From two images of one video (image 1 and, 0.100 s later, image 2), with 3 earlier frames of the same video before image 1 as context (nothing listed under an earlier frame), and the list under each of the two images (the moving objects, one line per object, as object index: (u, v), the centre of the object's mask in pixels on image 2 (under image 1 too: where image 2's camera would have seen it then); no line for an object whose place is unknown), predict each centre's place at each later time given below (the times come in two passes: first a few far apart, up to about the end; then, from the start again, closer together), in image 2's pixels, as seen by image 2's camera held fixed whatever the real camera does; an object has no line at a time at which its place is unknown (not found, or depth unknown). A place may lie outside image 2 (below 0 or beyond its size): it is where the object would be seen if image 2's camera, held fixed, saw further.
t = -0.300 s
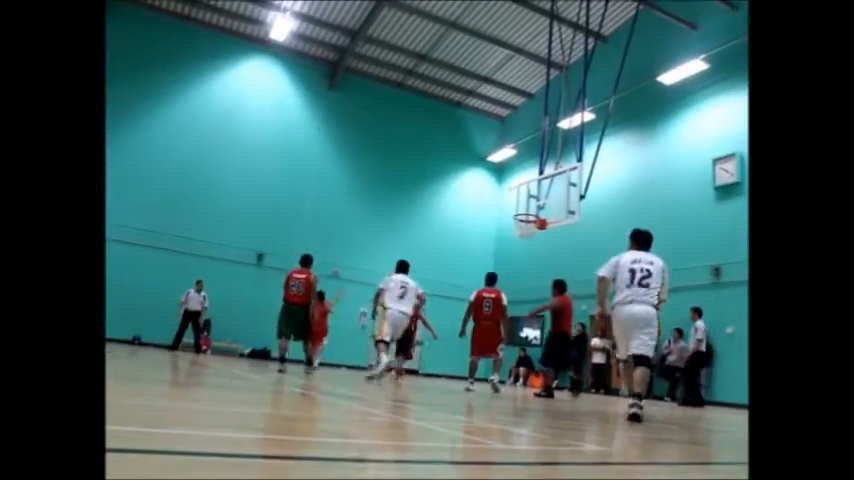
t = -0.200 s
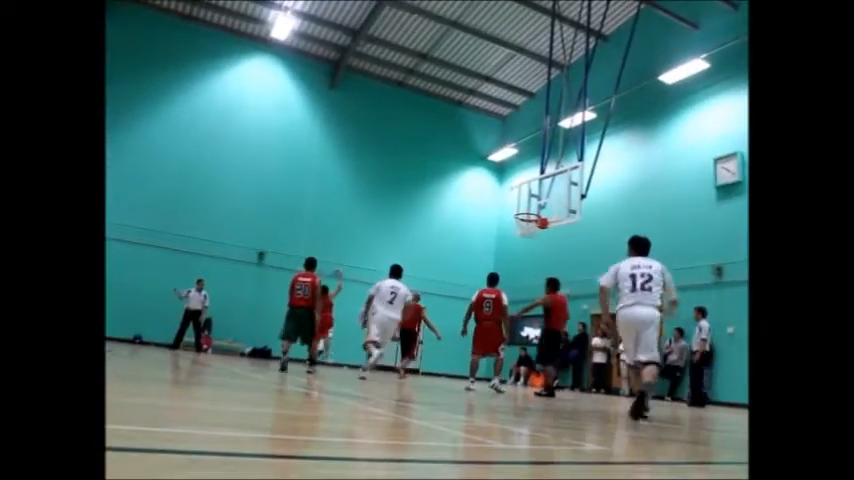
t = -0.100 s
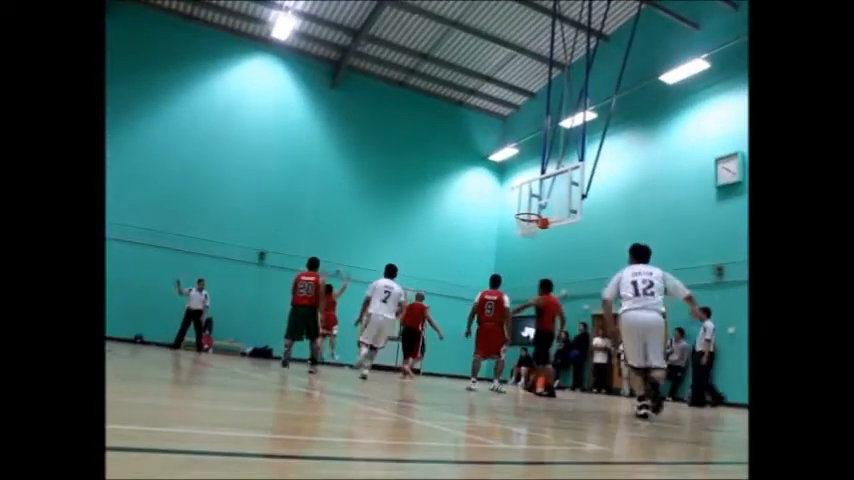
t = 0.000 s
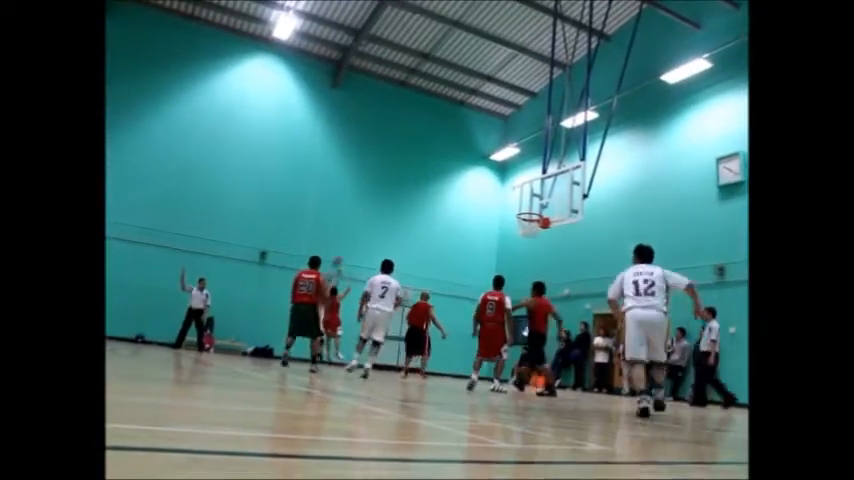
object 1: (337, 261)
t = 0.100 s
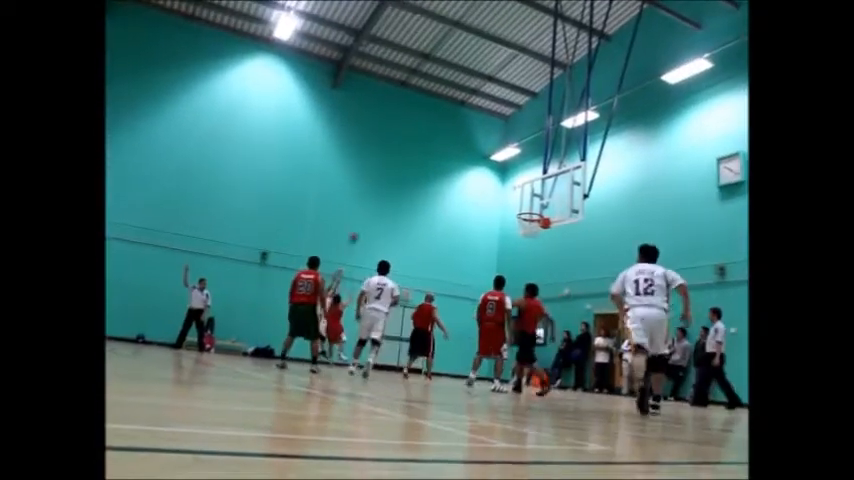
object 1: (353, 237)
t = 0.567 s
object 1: (429, 168)
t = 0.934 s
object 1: (495, 175)
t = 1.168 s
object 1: (537, 213)
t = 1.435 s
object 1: (526, 183)
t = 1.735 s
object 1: (507, 198)
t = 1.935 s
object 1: (488, 251)
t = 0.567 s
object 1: (429, 168)
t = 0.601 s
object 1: (434, 167)
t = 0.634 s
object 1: (440, 166)
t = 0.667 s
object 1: (446, 165)
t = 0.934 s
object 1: (495, 175)
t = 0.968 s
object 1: (501, 179)
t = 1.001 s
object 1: (506, 183)
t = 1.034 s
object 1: (513, 189)
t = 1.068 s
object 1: (519, 195)
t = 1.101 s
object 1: (526, 201)
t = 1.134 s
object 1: (532, 208)
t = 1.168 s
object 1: (537, 213)
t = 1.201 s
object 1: (535, 207)
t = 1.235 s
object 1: (535, 201)
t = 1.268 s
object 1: (534, 199)
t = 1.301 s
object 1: (533, 194)
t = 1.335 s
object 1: (531, 190)
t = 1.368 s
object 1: (529, 187)
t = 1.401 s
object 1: (527, 185)
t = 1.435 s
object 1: (526, 183)
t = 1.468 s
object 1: (524, 182)
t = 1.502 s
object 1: (523, 181)
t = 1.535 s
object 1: (521, 181)
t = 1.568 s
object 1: (519, 182)
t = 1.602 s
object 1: (516, 184)
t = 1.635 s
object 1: (515, 186)
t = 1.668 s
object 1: (512, 189)
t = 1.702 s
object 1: (510, 193)
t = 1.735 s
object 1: (507, 198)
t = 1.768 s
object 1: (504, 204)
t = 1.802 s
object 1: (501, 211)
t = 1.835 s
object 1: (498, 219)
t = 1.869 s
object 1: (495, 228)
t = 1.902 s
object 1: (492, 239)
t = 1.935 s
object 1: (488, 251)
